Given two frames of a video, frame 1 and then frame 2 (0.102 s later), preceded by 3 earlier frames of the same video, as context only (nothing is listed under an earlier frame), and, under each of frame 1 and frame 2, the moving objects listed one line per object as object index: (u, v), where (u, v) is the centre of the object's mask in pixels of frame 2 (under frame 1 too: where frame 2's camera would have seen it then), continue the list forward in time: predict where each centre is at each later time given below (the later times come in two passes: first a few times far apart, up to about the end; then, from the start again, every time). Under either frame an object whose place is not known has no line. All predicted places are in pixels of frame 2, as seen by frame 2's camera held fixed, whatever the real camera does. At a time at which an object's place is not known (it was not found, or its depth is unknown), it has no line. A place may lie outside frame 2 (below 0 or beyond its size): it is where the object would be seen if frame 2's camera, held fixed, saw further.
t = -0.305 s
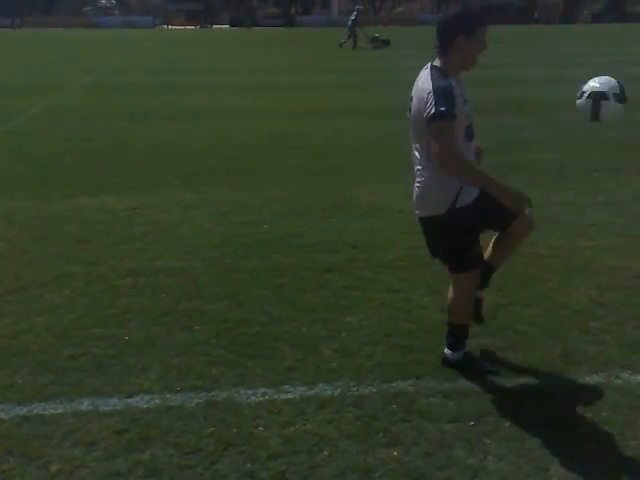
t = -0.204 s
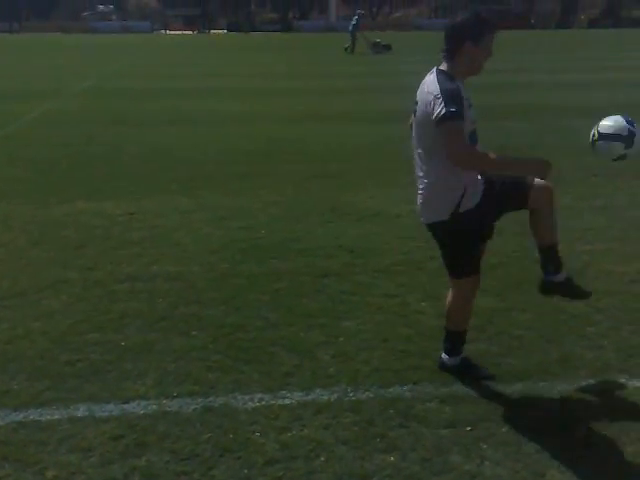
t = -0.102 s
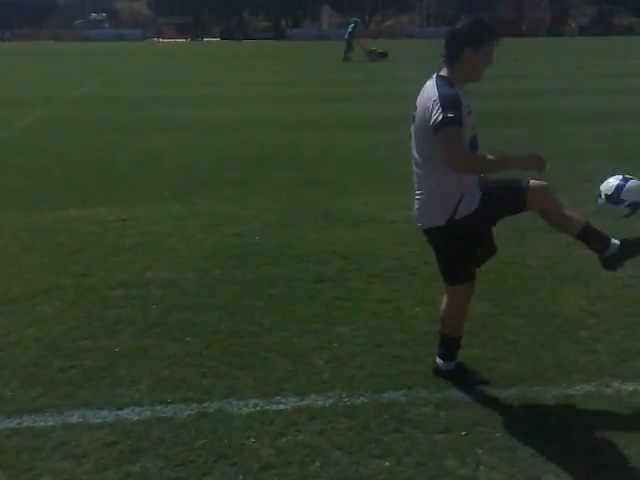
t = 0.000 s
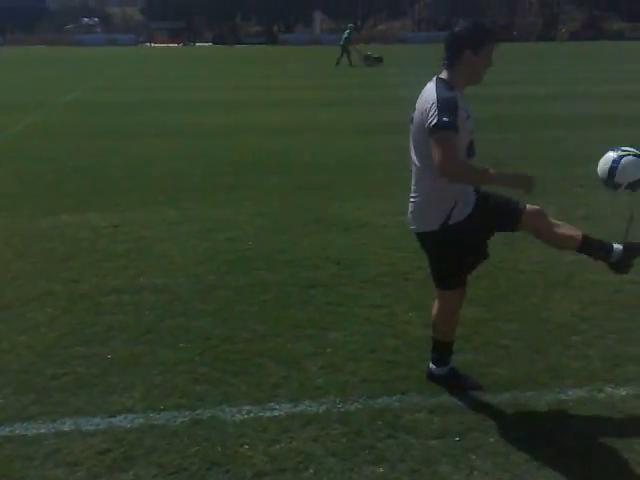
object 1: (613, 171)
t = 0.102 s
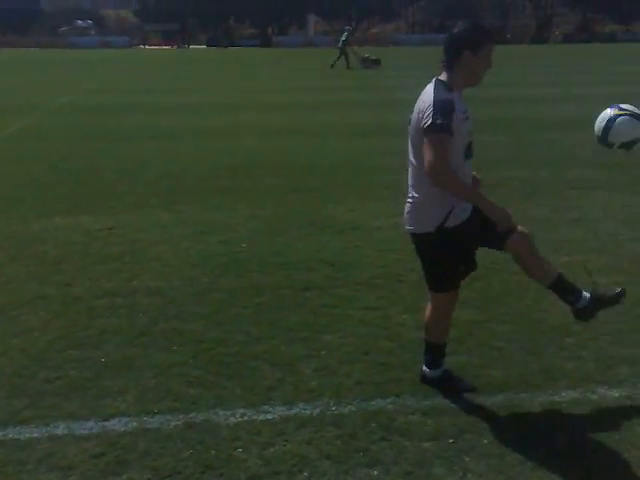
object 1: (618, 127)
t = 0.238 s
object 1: (621, 103)
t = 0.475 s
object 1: (617, 152)
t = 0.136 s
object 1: (619, 118)
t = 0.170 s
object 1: (620, 110)
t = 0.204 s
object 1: (620, 105)
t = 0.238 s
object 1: (621, 103)
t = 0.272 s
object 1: (620, 103)
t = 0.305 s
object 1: (620, 105)
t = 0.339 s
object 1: (620, 111)
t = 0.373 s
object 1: (619, 117)
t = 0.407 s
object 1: (619, 126)
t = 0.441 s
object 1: (618, 138)
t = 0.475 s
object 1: (617, 152)
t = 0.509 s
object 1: (615, 167)
